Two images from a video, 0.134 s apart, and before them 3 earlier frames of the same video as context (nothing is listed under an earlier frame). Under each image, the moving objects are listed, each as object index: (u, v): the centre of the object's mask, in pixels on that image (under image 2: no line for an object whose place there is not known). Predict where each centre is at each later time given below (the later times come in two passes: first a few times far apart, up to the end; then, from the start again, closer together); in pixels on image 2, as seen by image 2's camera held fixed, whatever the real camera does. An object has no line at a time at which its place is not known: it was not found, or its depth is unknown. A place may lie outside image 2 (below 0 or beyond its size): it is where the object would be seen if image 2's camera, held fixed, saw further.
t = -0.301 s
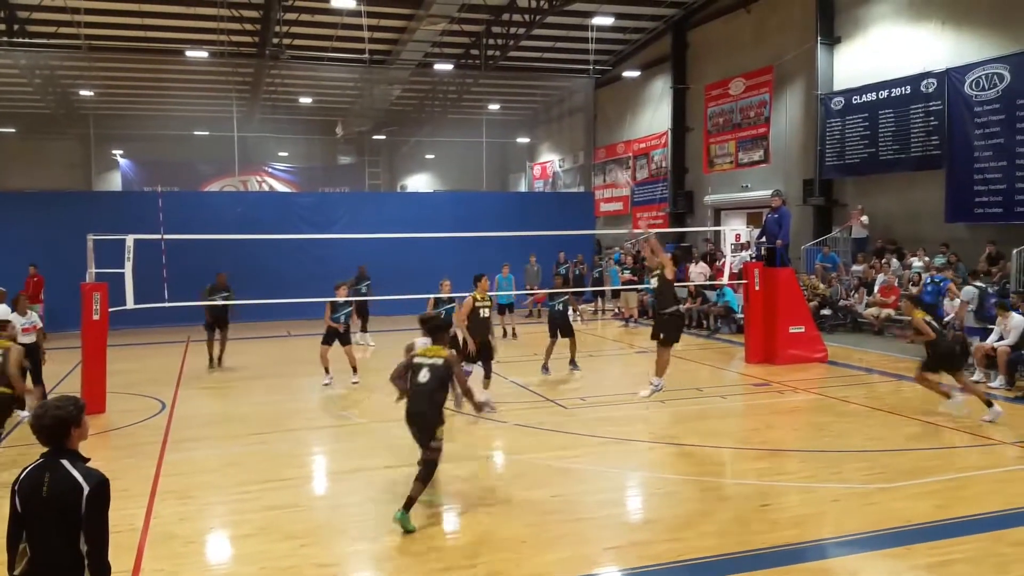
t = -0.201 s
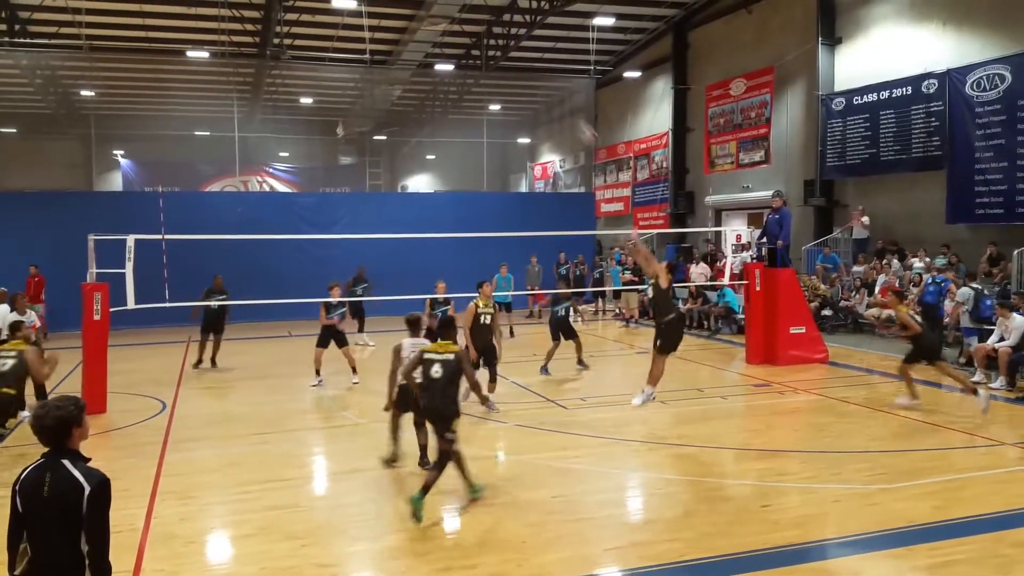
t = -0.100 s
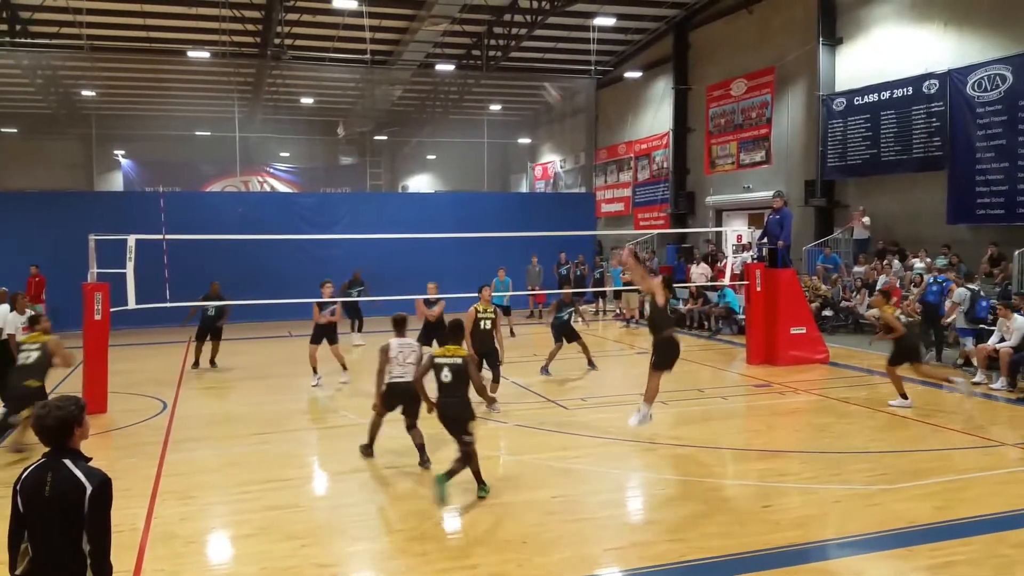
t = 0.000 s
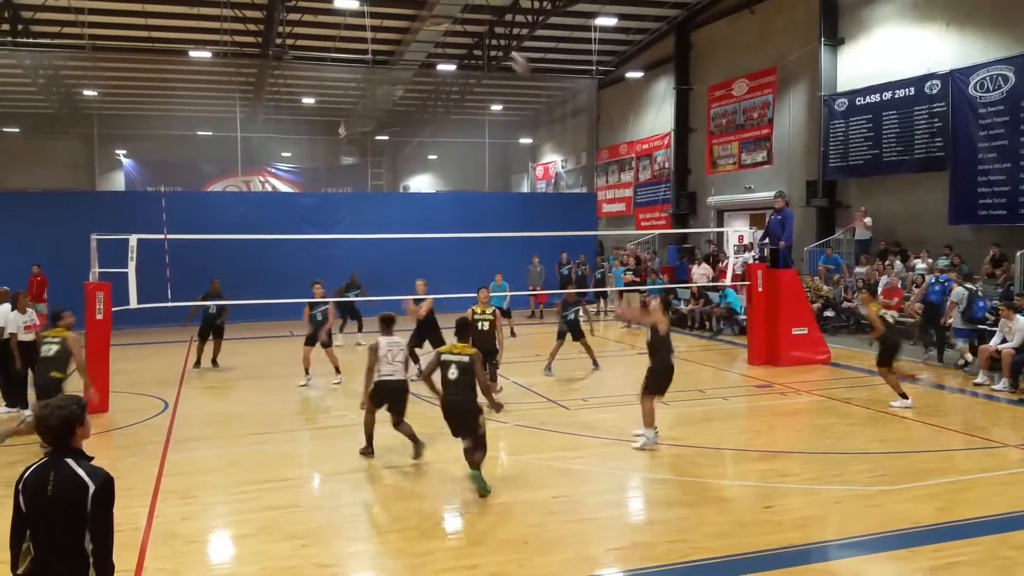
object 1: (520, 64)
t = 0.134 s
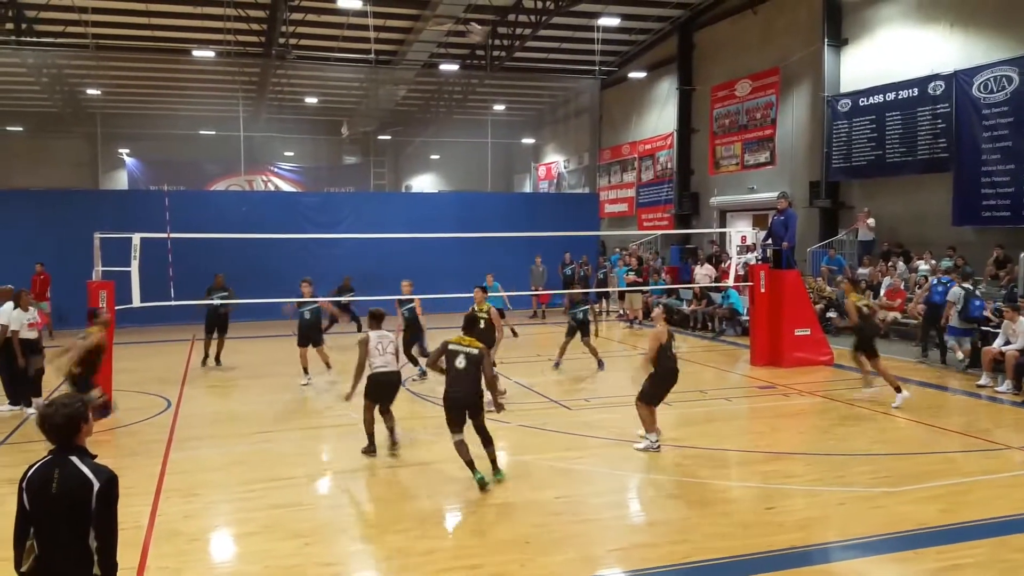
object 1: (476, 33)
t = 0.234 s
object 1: (442, 21)
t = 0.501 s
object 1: (351, 27)
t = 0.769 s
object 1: (265, 92)
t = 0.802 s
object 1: (255, 105)
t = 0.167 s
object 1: (465, 29)
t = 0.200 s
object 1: (455, 25)
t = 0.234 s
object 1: (442, 21)
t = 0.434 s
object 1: (374, 20)
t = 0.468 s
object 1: (362, 22)
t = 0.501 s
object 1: (351, 27)
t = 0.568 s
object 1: (330, 38)
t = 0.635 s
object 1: (307, 52)
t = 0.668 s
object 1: (296, 60)
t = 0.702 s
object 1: (285, 70)
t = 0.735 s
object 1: (275, 81)
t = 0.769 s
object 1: (265, 92)
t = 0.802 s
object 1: (255, 105)
